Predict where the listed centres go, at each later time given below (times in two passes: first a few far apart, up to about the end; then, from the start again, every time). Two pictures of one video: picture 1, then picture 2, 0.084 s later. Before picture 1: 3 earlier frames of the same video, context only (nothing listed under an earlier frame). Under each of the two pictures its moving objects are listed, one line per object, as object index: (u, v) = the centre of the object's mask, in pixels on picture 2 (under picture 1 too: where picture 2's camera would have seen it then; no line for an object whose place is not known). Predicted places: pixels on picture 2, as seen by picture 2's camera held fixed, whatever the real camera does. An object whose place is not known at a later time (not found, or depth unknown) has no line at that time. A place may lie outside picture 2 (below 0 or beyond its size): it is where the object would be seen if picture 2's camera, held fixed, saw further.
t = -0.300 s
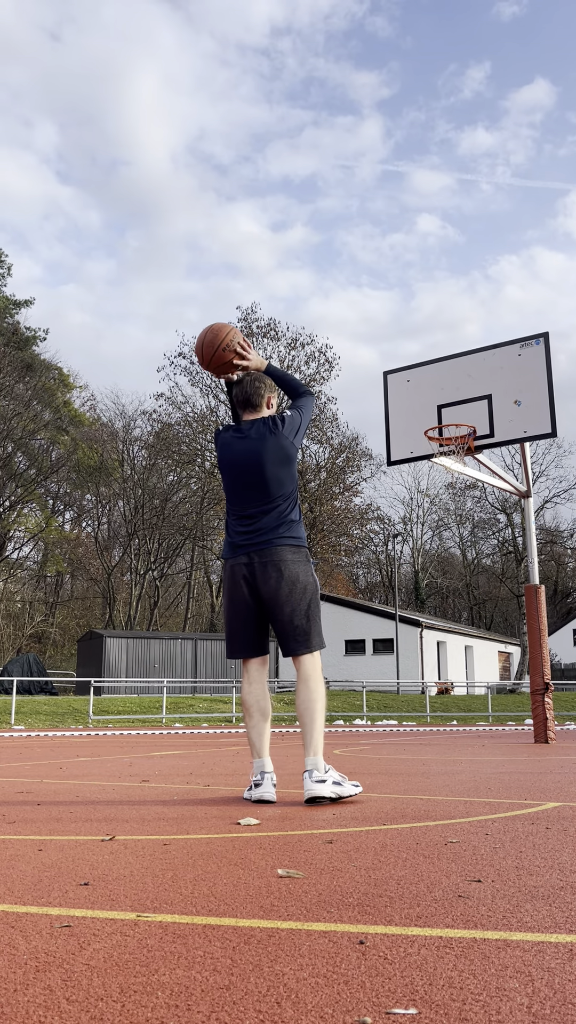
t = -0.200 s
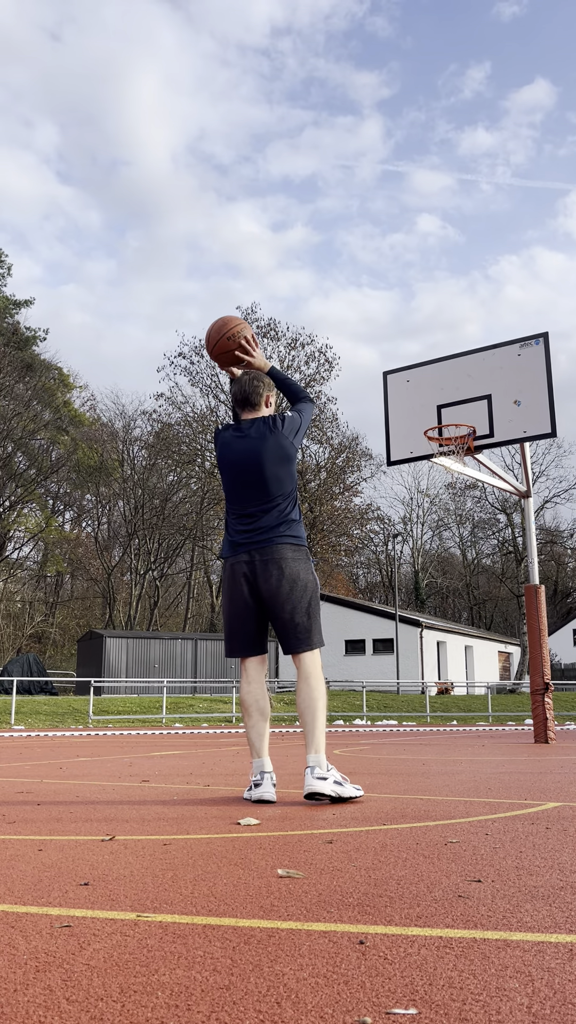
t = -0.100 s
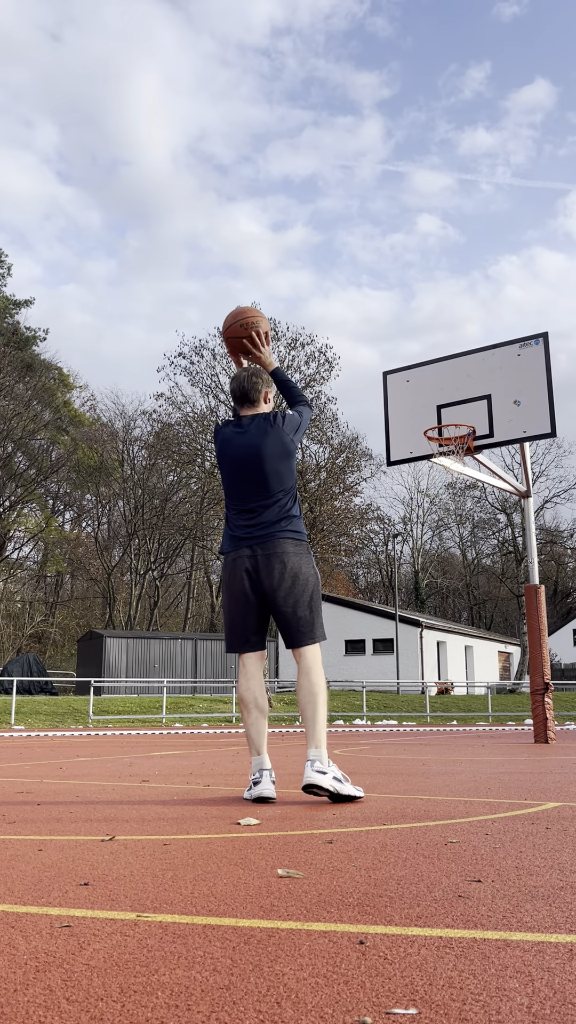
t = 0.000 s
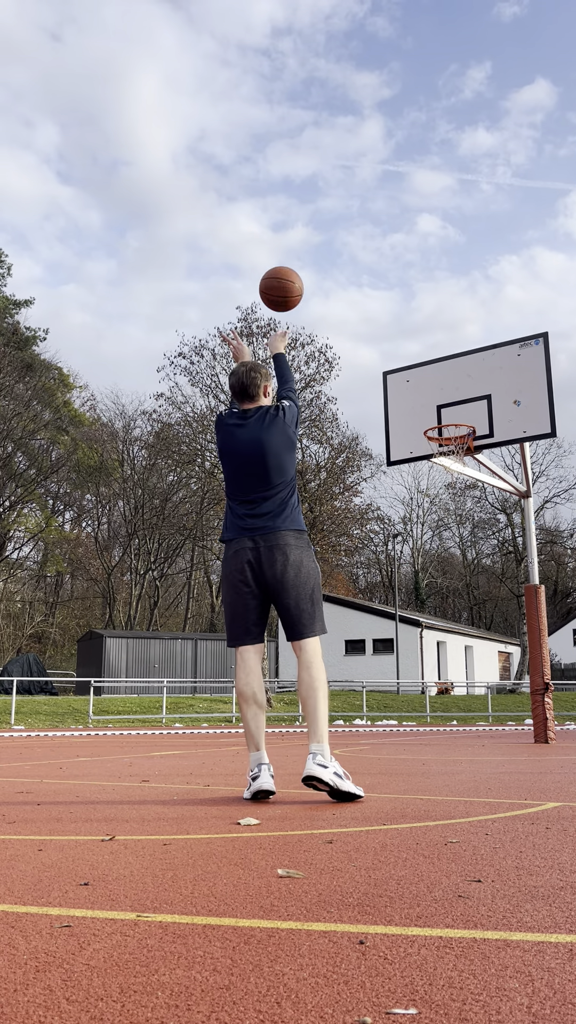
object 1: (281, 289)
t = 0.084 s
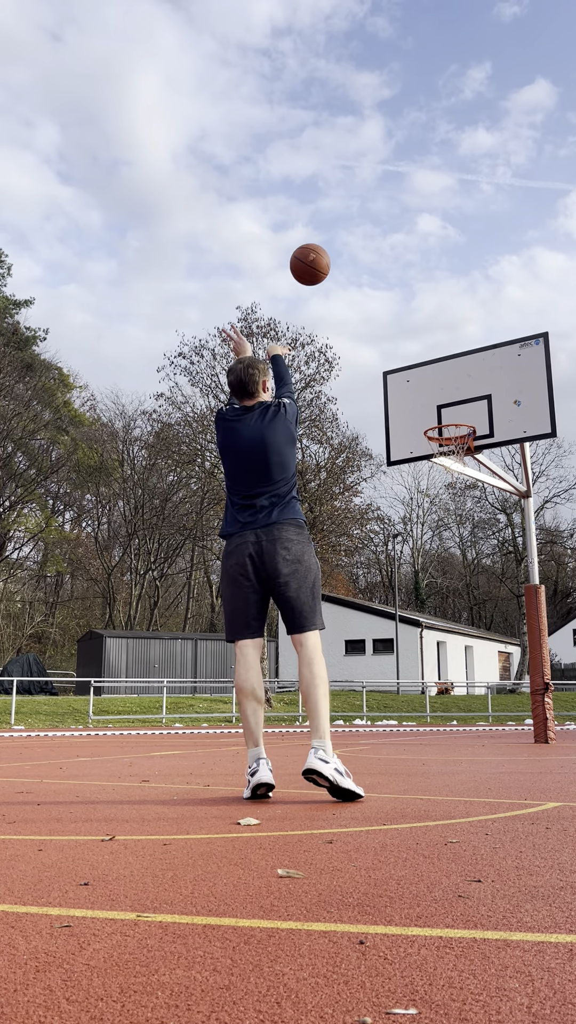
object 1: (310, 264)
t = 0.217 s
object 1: (347, 252)
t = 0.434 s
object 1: (393, 280)
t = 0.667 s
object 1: (430, 354)
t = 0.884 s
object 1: (451, 446)
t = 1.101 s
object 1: (438, 493)
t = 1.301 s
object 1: (427, 572)
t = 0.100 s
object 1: (315, 261)
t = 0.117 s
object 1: (320, 259)
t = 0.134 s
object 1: (325, 257)
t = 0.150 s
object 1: (330, 255)
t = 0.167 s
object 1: (334, 254)
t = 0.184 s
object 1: (339, 253)
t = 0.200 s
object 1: (343, 252)
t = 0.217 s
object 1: (347, 252)
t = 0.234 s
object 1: (351, 253)
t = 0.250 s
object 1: (355, 253)
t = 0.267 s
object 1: (359, 254)
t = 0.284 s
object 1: (363, 256)
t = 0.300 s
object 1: (367, 257)
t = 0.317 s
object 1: (370, 259)
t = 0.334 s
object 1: (374, 261)
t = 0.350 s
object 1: (377, 264)
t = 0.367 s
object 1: (380, 267)
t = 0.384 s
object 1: (384, 270)
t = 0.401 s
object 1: (387, 273)
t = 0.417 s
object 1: (390, 276)
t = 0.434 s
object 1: (393, 280)
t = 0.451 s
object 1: (396, 284)
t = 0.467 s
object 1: (399, 288)
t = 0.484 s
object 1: (402, 293)
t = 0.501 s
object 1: (404, 298)
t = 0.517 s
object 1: (407, 303)
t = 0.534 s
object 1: (410, 308)
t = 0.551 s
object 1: (412, 313)
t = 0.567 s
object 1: (415, 318)
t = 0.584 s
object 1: (418, 324)
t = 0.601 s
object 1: (420, 330)
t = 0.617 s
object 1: (423, 336)
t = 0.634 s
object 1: (425, 342)
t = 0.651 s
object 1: (427, 348)
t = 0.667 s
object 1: (430, 354)
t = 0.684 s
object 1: (432, 361)
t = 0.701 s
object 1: (435, 367)
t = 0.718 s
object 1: (437, 374)
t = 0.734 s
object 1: (439, 381)
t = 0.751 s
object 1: (441, 388)
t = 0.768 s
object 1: (443, 395)
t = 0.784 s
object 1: (446, 403)
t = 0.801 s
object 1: (448, 410)
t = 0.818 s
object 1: (450, 417)
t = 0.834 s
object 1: (451, 427)
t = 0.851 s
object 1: (454, 435)
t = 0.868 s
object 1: (454, 439)
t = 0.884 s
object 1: (451, 446)
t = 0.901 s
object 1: (450, 453)
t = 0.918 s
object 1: (449, 459)
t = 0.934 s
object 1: (447, 462)
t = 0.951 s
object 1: (446, 464)
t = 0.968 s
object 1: (445, 466)
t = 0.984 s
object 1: (444, 468)
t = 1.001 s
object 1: (443, 471)
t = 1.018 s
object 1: (442, 474)
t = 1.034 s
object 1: (442, 477)
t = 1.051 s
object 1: (441, 480)
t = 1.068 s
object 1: (440, 484)
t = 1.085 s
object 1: (439, 488)
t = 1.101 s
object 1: (438, 493)
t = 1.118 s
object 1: (437, 498)
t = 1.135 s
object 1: (436, 503)
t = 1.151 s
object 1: (435, 508)
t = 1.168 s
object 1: (434, 514)
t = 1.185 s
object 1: (434, 520)
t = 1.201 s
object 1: (433, 526)
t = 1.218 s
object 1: (432, 533)
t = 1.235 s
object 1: (431, 540)
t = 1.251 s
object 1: (430, 547)
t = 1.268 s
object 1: (429, 555)
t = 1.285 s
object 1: (428, 563)
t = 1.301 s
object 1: (427, 572)
